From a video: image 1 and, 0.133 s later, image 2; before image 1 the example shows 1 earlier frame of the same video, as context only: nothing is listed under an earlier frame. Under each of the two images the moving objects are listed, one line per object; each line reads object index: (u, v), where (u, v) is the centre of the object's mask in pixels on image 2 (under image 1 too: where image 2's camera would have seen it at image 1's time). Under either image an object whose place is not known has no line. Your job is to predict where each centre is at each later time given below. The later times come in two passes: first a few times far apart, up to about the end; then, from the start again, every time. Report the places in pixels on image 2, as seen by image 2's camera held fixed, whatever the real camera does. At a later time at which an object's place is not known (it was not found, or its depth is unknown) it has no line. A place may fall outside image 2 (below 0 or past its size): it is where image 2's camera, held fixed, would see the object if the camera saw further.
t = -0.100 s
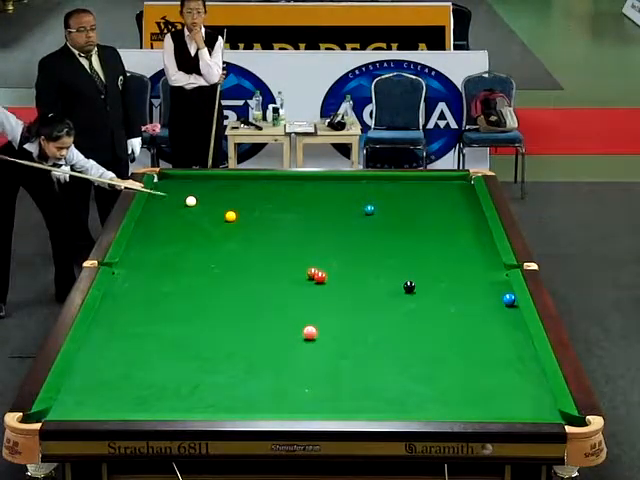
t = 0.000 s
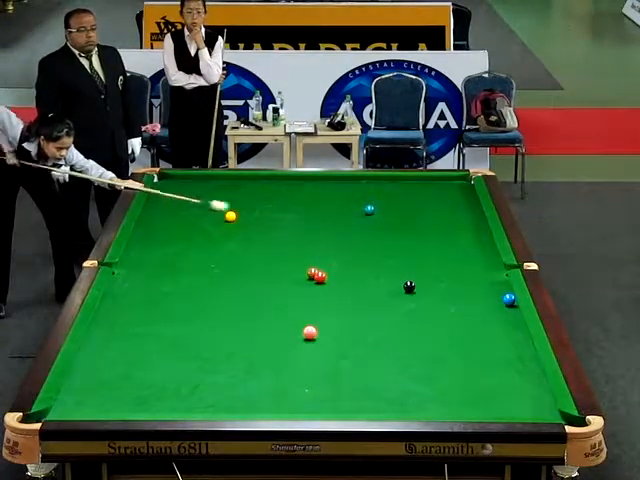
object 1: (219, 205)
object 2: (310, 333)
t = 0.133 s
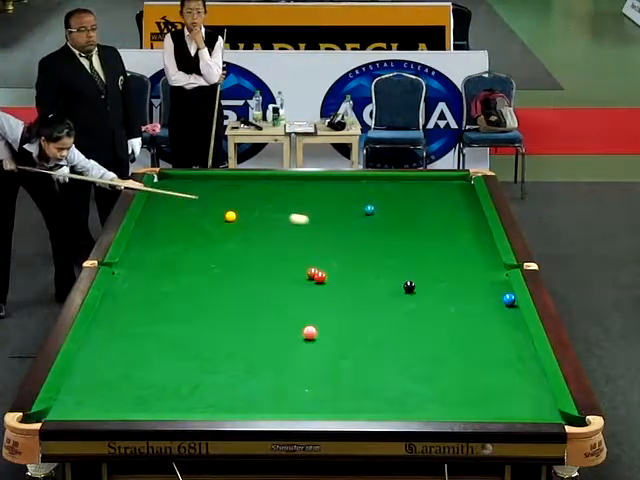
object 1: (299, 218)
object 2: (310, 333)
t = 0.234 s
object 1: (360, 229)
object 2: (310, 333)
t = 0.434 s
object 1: (489, 250)
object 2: (310, 332)
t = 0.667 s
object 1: (376, 268)
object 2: (309, 333)
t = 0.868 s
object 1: (329, 283)
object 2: (309, 333)
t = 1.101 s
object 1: (314, 299)
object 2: (310, 333)
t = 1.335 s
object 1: (297, 316)
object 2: (310, 333)
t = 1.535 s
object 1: (282, 331)
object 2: (310, 333)
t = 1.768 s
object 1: (263, 350)
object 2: (310, 333)
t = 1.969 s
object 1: (247, 367)
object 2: (310, 333)
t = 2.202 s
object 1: (227, 387)
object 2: (310, 333)
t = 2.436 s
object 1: (206, 407)
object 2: (309, 333)
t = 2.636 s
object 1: (188, 403)
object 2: (309, 332)
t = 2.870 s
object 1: (167, 392)
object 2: (309, 333)
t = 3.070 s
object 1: (150, 381)
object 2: (310, 333)
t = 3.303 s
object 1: (132, 369)
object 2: (309, 333)
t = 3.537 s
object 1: (116, 359)
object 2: (310, 333)
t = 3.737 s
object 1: (102, 350)
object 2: (310, 333)
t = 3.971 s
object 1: (89, 341)
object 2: (310, 333)
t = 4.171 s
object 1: (101, 335)
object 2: (310, 333)
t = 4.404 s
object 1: (114, 328)
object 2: (310, 333)
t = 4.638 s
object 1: (126, 323)
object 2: (309, 333)
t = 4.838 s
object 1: (135, 318)
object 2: (309, 333)
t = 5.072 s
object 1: (146, 313)
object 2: (309, 333)
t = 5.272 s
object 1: (154, 309)
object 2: (309, 333)
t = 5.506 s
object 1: (163, 305)
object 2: (309, 333)
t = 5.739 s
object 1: (170, 301)
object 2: (307, 333)
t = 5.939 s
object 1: (176, 299)
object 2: (301, 334)
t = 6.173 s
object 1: (183, 296)
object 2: (293, 335)
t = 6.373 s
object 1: (188, 293)
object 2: (287, 335)
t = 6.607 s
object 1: (193, 291)
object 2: (282, 336)
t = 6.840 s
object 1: (198, 289)
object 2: (278, 336)
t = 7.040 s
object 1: (202, 287)
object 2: (275, 337)
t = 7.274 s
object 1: (205, 286)
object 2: (273, 337)
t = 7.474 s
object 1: (208, 285)
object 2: (272, 337)
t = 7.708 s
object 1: (210, 284)
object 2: (272, 337)
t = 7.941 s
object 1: (212, 283)
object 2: (272, 337)
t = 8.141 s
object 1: (213, 283)
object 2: (272, 337)
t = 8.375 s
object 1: (214, 283)
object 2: (272, 337)
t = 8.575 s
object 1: (214, 283)
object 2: (272, 337)
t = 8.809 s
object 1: (214, 283)
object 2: (272, 337)
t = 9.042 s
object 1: (214, 283)
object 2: (272, 337)
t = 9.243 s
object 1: (214, 283)
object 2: (272, 337)
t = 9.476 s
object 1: (214, 283)
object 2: (272, 337)
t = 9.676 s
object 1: (214, 283)
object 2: (272, 337)
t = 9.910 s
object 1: (214, 283)
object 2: (272, 337)
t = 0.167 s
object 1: (319, 222)
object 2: (310, 333)
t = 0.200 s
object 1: (339, 225)
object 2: (310, 333)
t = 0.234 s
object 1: (360, 229)
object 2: (310, 333)
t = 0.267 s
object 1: (381, 232)
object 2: (310, 333)
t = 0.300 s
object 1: (403, 236)
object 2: (310, 332)
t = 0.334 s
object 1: (425, 240)
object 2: (310, 333)
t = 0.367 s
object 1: (446, 243)
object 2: (310, 333)
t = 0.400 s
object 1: (469, 247)
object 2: (310, 332)
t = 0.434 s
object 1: (489, 250)
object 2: (310, 332)
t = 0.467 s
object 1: (479, 253)
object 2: (309, 333)
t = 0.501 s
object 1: (461, 256)
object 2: (309, 333)
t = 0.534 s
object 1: (443, 258)
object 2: (309, 333)
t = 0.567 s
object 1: (426, 261)
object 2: (309, 333)
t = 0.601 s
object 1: (410, 263)
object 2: (309, 333)
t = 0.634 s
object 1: (392, 266)
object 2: (309, 333)
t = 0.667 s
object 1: (376, 268)
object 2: (309, 333)
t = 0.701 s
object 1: (361, 271)
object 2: (309, 333)
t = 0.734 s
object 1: (345, 274)
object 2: (310, 333)
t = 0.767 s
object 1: (332, 276)
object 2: (310, 333)
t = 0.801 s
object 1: (331, 279)
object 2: (310, 333)
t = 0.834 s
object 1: (330, 281)
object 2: (310, 333)
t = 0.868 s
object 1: (329, 283)
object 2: (309, 333)
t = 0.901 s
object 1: (327, 285)
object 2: (309, 333)
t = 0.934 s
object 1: (326, 287)
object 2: (309, 333)
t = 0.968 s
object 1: (323, 290)
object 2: (310, 333)
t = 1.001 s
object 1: (321, 292)
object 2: (310, 333)
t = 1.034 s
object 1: (319, 294)
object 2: (310, 333)
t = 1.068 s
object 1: (316, 297)
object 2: (310, 333)
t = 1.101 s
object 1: (314, 299)
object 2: (310, 333)
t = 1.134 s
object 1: (312, 301)
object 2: (310, 333)
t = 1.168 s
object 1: (309, 304)
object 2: (310, 333)
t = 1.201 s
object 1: (307, 306)
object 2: (310, 333)
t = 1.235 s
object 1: (304, 308)
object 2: (310, 333)
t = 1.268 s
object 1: (302, 311)
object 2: (310, 333)
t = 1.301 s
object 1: (299, 314)
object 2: (310, 333)
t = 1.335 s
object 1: (297, 316)
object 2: (310, 333)
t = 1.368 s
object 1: (295, 318)
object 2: (310, 333)
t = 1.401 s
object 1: (292, 321)
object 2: (310, 333)
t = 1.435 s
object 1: (289, 324)
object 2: (310, 333)
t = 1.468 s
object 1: (287, 326)
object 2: (310, 333)
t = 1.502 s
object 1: (285, 329)
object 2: (310, 333)
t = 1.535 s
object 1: (282, 331)
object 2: (310, 333)
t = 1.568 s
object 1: (279, 334)
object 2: (310, 333)
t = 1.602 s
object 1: (277, 337)
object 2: (310, 333)
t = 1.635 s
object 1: (274, 339)
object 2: (310, 333)
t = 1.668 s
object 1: (271, 342)
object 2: (310, 333)
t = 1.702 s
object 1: (269, 345)
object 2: (310, 333)
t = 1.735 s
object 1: (266, 347)
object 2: (310, 333)
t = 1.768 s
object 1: (263, 350)
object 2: (310, 333)
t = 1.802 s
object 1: (261, 353)
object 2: (310, 332)
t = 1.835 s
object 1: (258, 356)
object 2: (309, 333)
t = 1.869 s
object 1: (255, 358)
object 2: (310, 333)
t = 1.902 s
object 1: (253, 361)
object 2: (310, 333)
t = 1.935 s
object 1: (250, 364)
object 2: (310, 333)
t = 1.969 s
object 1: (247, 367)
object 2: (310, 333)
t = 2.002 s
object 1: (244, 370)
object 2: (310, 333)
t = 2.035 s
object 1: (241, 372)
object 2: (310, 333)
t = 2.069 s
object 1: (239, 375)
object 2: (310, 333)
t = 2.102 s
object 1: (236, 378)
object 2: (310, 333)
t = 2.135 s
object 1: (233, 381)
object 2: (310, 333)
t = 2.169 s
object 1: (230, 384)
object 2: (310, 333)
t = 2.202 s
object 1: (227, 387)
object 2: (310, 333)
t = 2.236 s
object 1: (224, 390)
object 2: (310, 333)
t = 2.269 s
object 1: (221, 393)
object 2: (310, 333)
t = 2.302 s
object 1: (218, 396)
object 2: (310, 333)
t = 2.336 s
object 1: (215, 399)
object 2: (310, 333)
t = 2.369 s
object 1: (212, 402)
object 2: (310, 333)
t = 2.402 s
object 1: (209, 404)
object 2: (310, 333)
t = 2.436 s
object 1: (206, 407)
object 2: (309, 333)
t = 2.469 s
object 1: (204, 409)
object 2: (309, 332)
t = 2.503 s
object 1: (200, 410)
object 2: (309, 333)
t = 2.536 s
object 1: (197, 409)
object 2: (309, 333)
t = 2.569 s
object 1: (194, 407)
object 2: (309, 333)
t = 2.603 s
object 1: (191, 405)
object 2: (309, 333)
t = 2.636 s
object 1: (188, 403)
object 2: (309, 332)
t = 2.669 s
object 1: (184, 403)
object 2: (309, 333)
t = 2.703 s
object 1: (181, 401)
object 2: (309, 333)
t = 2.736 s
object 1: (178, 399)
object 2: (309, 332)
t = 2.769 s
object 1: (175, 397)
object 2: (309, 333)
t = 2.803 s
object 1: (172, 395)
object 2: (309, 333)
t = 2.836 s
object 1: (170, 393)
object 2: (309, 333)
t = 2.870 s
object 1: (167, 392)
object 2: (309, 333)
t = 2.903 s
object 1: (164, 390)
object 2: (309, 333)
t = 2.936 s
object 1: (161, 388)
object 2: (309, 333)
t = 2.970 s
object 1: (158, 386)
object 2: (309, 333)
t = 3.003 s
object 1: (156, 384)
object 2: (310, 333)
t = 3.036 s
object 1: (153, 382)
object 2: (310, 333)
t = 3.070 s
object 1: (150, 381)
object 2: (310, 333)
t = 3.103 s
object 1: (147, 379)
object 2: (310, 333)
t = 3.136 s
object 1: (145, 377)
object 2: (310, 333)
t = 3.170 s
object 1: (142, 376)
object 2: (310, 333)
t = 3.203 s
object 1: (140, 374)
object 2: (310, 333)
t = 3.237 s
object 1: (137, 372)
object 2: (310, 333)
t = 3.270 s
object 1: (135, 371)
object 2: (310, 332)
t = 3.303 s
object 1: (132, 369)
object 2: (309, 333)
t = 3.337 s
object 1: (130, 368)
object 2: (310, 333)
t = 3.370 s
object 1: (127, 366)
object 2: (309, 333)
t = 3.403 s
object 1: (125, 365)
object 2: (310, 333)
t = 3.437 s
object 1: (123, 363)
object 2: (309, 333)
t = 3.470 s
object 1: (120, 362)
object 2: (309, 333)
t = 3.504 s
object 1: (118, 360)
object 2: (309, 333)
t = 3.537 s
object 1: (116, 359)
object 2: (310, 333)
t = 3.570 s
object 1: (113, 357)
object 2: (310, 333)
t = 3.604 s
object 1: (111, 356)
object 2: (310, 333)
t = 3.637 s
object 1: (109, 354)
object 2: (310, 333)
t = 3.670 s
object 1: (107, 353)
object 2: (310, 333)
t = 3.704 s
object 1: (104, 352)
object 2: (310, 333)
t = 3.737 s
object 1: (102, 350)
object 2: (310, 333)
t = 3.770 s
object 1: (100, 349)
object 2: (310, 333)
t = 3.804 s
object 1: (98, 348)
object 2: (310, 333)
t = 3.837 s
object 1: (96, 346)
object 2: (310, 333)
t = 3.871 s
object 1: (94, 345)
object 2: (310, 333)
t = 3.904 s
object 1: (92, 343)
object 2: (310, 333)
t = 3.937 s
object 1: (90, 342)
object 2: (310, 333)
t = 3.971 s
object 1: (89, 341)
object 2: (310, 333)
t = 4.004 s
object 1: (91, 340)
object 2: (310, 333)
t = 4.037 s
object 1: (93, 338)
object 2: (310, 333)
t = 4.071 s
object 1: (95, 337)
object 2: (309, 333)
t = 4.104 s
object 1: (97, 336)
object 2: (310, 333)
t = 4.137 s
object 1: (99, 336)
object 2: (310, 333)
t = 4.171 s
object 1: (101, 335)
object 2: (310, 333)
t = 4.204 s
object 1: (103, 334)
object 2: (310, 333)
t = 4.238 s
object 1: (105, 333)
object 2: (310, 333)
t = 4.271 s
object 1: (106, 331)
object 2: (310, 333)
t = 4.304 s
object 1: (109, 330)
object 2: (310, 333)
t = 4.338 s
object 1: (111, 330)
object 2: (310, 333)
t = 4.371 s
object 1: (112, 329)
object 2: (310, 333)
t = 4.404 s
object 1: (114, 328)
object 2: (310, 333)
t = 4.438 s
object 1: (116, 327)
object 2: (310, 333)
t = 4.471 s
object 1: (117, 327)
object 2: (310, 333)
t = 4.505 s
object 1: (119, 326)
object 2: (310, 333)
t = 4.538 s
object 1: (121, 325)
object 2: (310, 333)
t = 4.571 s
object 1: (123, 324)
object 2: (310, 333)
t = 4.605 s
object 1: (124, 323)
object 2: (309, 333)
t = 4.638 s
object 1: (126, 323)
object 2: (309, 333)
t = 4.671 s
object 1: (127, 322)
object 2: (309, 333)
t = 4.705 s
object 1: (129, 321)
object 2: (309, 333)
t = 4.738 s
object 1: (130, 320)
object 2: (309, 333)
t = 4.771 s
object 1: (132, 319)
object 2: (309, 333)
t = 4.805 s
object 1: (134, 318)
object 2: (309, 333)
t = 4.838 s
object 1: (135, 318)
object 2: (309, 333)
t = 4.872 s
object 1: (137, 317)
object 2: (309, 333)
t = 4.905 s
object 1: (138, 317)
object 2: (309, 333)
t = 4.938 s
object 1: (140, 316)
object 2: (309, 333)
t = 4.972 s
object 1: (141, 315)
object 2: (309, 333)
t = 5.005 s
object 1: (143, 314)
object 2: (309, 333)
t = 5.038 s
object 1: (144, 314)
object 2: (309, 333)
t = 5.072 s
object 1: (146, 313)
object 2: (309, 333)
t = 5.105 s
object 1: (147, 313)
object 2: (309, 333)
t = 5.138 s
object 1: (148, 312)
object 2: (309, 333)
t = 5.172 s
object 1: (150, 311)
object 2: (309, 333)
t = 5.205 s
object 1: (151, 311)
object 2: (309, 333)
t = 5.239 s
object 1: (152, 310)
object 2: (309, 333)
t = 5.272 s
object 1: (154, 309)
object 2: (309, 333)
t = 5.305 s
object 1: (155, 309)
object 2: (309, 332)
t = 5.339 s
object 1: (156, 308)
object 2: (309, 333)
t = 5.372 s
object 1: (157, 308)
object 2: (310, 333)
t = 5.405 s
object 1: (159, 307)
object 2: (309, 333)
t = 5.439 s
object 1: (160, 306)
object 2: (309, 333)
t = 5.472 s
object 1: (161, 306)
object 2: (309, 333)
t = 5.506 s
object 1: (163, 305)
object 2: (309, 333)
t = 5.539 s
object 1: (164, 304)
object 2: (309, 333)
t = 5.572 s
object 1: (165, 304)
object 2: (309, 333)
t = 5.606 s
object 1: (166, 303)
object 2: (309, 333)
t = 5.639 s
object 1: (167, 303)
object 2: (309, 333)
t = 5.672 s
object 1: (168, 302)
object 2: (310, 333)
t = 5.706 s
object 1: (169, 302)
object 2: (309, 333)
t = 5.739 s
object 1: (170, 301)
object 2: (307, 333)
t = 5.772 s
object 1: (171, 301)
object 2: (306, 333)
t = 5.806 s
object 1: (172, 300)
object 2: (305, 333)
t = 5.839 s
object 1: (173, 300)
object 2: (304, 333)
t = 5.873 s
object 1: (175, 299)
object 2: (303, 333)
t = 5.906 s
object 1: (175, 299)
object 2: (302, 334)
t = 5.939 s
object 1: (176, 299)
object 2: (301, 334)
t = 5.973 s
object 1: (177, 298)
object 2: (299, 334)
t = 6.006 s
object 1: (178, 298)
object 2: (298, 334)
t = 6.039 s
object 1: (180, 297)
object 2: (297, 334)
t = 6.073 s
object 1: (180, 297)
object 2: (297, 334)
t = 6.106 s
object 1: (181, 296)
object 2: (295, 334)
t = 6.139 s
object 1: (182, 296)
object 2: (294, 334)
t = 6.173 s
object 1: (183, 296)
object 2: (293, 335)
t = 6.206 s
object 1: (184, 295)
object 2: (292, 335)
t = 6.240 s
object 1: (185, 295)
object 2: (291, 335)
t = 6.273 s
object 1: (186, 294)
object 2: (290, 335)
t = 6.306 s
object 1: (186, 294)
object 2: (289, 335)
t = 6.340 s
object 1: (187, 294)
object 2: (289, 335)
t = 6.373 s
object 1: (188, 293)
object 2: (287, 335)
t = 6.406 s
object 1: (188, 293)
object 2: (287, 335)
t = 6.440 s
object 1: (189, 293)
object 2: (286, 335)
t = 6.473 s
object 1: (190, 292)
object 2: (285, 335)
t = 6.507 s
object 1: (191, 292)
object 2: (284, 335)
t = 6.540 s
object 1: (192, 291)
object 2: (283, 336)
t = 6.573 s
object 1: (192, 291)
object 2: (283, 336)
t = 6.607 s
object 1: (193, 291)
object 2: (282, 336)
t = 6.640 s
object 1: (194, 291)
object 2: (281, 336)
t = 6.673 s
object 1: (195, 290)
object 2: (281, 336)
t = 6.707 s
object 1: (195, 290)
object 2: (280, 336)
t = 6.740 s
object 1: (196, 290)
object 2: (279, 336)
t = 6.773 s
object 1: (197, 289)
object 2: (279, 336)
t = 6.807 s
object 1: (197, 289)
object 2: (279, 336)
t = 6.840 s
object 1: (198, 289)
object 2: (278, 336)
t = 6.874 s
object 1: (198, 289)
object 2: (277, 336)
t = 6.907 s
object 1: (199, 288)
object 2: (277, 336)
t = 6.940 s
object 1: (200, 288)
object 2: (276, 336)
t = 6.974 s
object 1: (200, 288)
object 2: (276, 336)
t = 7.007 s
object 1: (201, 288)
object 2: (275, 337)
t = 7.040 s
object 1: (202, 287)
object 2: (275, 337)
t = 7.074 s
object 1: (202, 287)
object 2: (275, 337)
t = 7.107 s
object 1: (203, 287)
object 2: (274, 337)
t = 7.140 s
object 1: (203, 287)
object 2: (274, 337)
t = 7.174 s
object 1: (204, 287)
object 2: (274, 337)
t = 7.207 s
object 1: (204, 287)
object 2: (274, 337)
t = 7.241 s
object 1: (205, 286)
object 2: (273, 337)
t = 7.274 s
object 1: (205, 286)
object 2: (273, 337)
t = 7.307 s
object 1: (206, 285)
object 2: (273, 337)
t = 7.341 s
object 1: (206, 286)
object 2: (273, 337)
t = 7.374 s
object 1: (207, 285)
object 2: (272, 337)
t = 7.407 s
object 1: (207, 285)
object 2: (272, 337)
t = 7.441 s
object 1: (207, 285)
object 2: (272, 337)
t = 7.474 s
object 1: (208, 285)
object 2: (272, 337)
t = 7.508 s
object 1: (208, 285)
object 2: (272, 337)
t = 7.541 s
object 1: (209, 285)
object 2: (272, 337)
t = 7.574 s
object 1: (209, 284)
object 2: (272, 337)
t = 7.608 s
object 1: (209, 284)
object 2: (272, 337)
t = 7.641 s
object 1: (210, 284)
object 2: (272, 337)
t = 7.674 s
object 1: (210, 284)
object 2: (272, 337)
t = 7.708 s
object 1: (210, 284)
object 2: (272, 337)
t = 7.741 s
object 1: (210, 284)
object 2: (272, 337)
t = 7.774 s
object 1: (211, 283)
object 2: (272, 337)
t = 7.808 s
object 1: (212, 284)
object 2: (272, 337)
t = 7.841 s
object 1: (212, 284)
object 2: (272, 337)
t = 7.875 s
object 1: (212, 283)
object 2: (272, 337)
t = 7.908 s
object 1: (212, 283)
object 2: (272, 337)
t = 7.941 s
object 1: (212, 283)
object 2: (272, 337)
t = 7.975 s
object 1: (213, 283)
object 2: (272, 337)
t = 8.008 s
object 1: (213, 283)
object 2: (272, 337)
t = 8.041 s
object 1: (213, 283)
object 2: (272, 337)
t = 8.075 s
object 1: (213, 283)
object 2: (272, 337)
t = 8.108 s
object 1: (213, 283)
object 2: (272, 337)
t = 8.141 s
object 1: (213, 283)
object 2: (272, 337)
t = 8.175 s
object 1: (213, 283)
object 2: (272, 337)
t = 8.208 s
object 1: (214, 283)
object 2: (272, 337)
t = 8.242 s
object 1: (214, 283)
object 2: (272, 337)
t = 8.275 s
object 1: (214, 283)
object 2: (272, 337)
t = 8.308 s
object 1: (214, 283)
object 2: (272, 337)
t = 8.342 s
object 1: (214, 283)
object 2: (272, 337)
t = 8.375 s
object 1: (214, 283)
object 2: (272, 337)
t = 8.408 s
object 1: (214, 283)
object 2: (272, 337)
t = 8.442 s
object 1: (214, 283)
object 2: (272, 337)
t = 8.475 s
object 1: (214, 283)
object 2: (272, 337)
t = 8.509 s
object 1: (214, 283)
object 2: (272, 337)
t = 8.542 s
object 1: (214, 283)
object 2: (272, 337)
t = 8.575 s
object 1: (214, 283)
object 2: (272, 337)
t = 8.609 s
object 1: (214, 283)
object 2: (272, 337)
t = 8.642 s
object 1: (214, 283)
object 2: (272, 337)
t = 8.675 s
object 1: (214, 283)
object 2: (272, 337)
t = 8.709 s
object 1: (214, 283)
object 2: (272, 337)
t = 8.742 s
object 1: (214, 283)
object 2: (272, 337)
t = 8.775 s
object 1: (214, 283)
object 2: (272, 337)
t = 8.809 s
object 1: (214, 283)
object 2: (272, 337)
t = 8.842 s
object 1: (214, 283)
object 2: (272, 337)
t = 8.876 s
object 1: (214, 283)
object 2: (272, 337)
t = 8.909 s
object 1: (214, 283)
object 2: (272, 337)
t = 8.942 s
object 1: (214, 282)
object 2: (272, 337)
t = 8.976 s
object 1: (214, 283)
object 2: (272, 337)
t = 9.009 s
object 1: (214, 283)
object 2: (272, 337)
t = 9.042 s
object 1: (214, 283)
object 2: (272, 337)
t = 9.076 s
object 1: (214, 283)
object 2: (272, 337)
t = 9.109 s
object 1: (214, 283)
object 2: (272, 337)
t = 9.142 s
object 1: (214, 283)
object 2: (272, 337)
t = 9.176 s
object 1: (214, 283)
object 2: (272, 337)
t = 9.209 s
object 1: (214, 283)
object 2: (272, 337)
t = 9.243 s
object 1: (214, 283)
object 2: (272, 337)
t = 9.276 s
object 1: (214, 283)
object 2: (272, 337)
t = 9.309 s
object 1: (214, 283)
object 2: (272, 337)
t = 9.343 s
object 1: (214, 283)
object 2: (272, 337)
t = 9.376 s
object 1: (214, 283)
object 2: (272, 337)
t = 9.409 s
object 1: (214, 283)
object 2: (272, 337)
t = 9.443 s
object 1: (214, 283)
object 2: (272, 337)
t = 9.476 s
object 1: (214, 283)
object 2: (272, 337)
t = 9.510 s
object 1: (214, 283)
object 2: (272, 337)
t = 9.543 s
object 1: (214, 283)
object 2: (272, 337)
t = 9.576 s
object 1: (214, 283)
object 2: (272, 337)
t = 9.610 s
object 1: (214, 283)
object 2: (272, 337)
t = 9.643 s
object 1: (214, 283)
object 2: (272, 337)
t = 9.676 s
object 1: (214, 283)
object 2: (272, 337)
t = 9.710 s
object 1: (214, 283)
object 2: (272, 337)
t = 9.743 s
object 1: (214, 283)
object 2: (272, 337)
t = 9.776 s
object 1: (214, 283)
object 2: (272, 337)
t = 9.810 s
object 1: (214, 283)
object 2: (272, 337)
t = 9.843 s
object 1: (214, 283)
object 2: (272, 337)
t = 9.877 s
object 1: (214, 283)
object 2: (272, 337)
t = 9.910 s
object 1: (214, 283)
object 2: (272, 337)
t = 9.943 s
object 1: (214, 283)
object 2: (272, 337)
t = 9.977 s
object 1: (214, 283)
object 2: (272, 337)
